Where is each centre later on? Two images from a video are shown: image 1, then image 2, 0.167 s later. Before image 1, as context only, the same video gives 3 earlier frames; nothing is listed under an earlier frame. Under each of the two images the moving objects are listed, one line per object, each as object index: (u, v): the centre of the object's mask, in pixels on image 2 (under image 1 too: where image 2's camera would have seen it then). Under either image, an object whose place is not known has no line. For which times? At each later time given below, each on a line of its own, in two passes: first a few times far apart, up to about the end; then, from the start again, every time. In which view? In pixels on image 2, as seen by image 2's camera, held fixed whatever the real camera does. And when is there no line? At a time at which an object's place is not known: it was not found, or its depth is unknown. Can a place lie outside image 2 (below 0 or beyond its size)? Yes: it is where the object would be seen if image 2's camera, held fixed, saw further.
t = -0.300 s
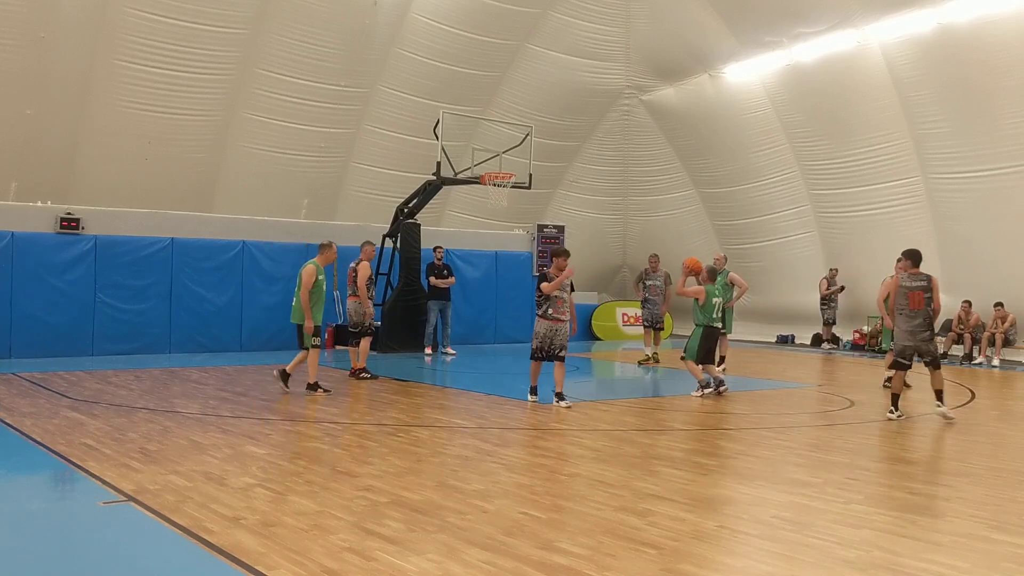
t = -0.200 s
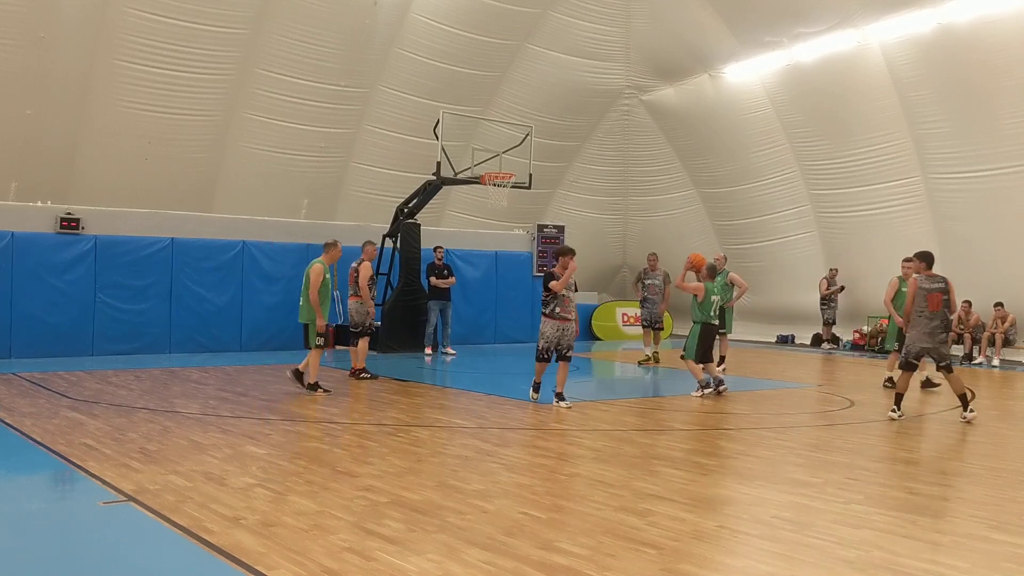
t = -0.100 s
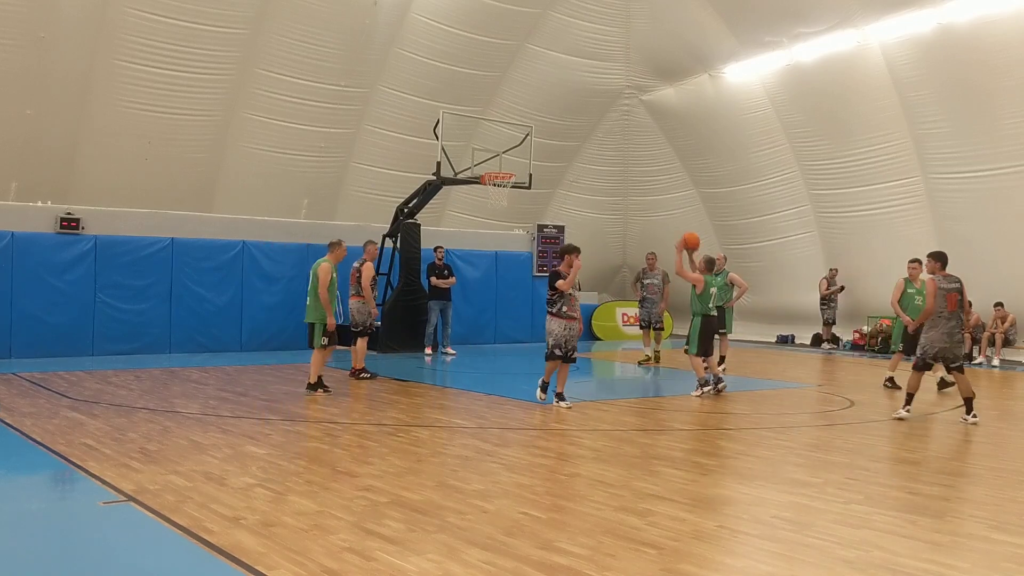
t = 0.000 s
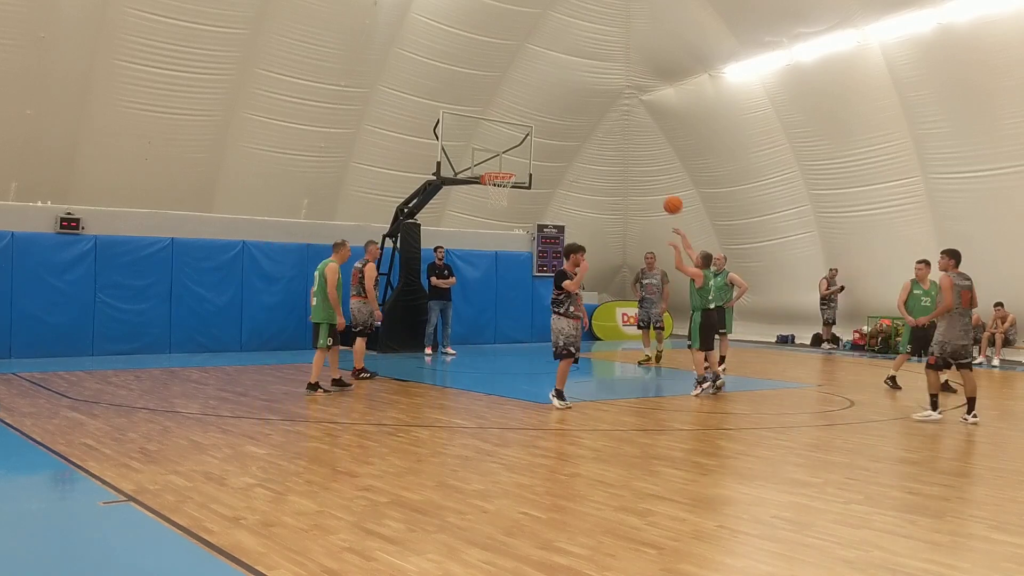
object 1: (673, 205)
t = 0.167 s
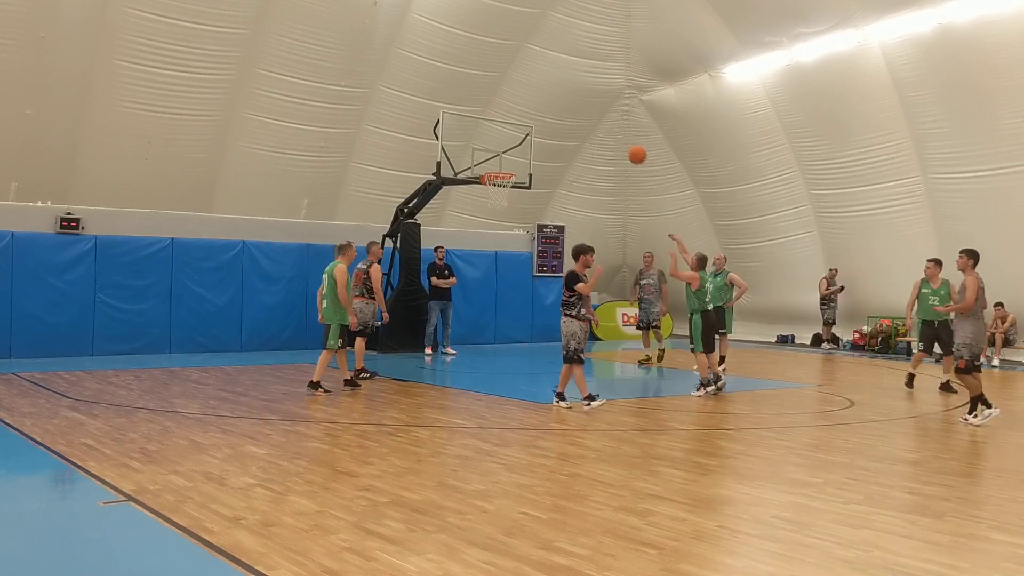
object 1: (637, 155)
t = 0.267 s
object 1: (617, 136)
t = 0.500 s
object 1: (574, 121)
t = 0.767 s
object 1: (529, 149)
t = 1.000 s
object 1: (504, 158)
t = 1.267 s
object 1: (509, 161)
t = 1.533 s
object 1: (513, 161)
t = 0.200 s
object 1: (631, 148)
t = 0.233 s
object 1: (624, 142)
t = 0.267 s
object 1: (617, 136)
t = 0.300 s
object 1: (611, 132)
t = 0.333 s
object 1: (604, 128)
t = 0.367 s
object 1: (598, 125)
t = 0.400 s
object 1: (592, 123)
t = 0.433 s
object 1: (585, 122)
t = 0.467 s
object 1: (580, 121)
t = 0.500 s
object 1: (574, 121)
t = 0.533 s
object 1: (568, 122)
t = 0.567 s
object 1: (562, 124)
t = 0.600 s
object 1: (556, 127)
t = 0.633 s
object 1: (551, 129)
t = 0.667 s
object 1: (545, 133)
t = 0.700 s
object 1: (539, 138)
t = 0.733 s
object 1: (534, 143)
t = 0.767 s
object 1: (529, 149)
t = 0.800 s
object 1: (523, 155)
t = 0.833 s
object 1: (518, 161)
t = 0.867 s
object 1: (514, 166)
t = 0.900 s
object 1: (512, 163)
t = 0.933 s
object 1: (509, 161)
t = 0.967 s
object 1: (506, 159)
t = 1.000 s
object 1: (504, 158)
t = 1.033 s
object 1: (502, 158)
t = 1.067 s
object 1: (500, 159)
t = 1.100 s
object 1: (499, 159)
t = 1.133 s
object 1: (500, 158)
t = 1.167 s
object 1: (503, 158)
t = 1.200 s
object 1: (505, 158)
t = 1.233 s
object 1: (506, 159)
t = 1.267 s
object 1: (509, 161)
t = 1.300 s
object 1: (511, 164)
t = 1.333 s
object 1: (513, 166)
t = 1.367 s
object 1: (513, 166)
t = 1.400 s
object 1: (513, 164)
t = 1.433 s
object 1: (513, 162)
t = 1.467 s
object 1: (513, 161)
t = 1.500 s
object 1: (513, 161)
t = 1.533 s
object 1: (513, 161)
